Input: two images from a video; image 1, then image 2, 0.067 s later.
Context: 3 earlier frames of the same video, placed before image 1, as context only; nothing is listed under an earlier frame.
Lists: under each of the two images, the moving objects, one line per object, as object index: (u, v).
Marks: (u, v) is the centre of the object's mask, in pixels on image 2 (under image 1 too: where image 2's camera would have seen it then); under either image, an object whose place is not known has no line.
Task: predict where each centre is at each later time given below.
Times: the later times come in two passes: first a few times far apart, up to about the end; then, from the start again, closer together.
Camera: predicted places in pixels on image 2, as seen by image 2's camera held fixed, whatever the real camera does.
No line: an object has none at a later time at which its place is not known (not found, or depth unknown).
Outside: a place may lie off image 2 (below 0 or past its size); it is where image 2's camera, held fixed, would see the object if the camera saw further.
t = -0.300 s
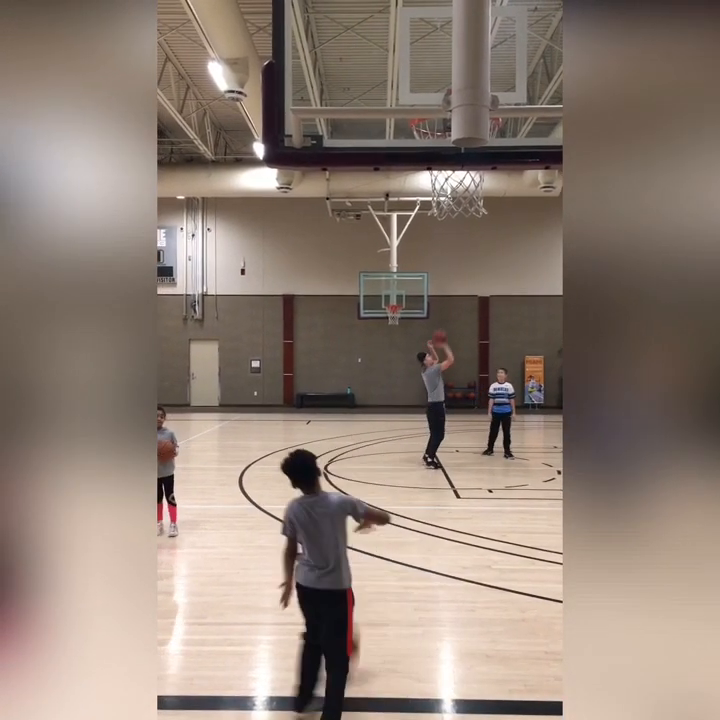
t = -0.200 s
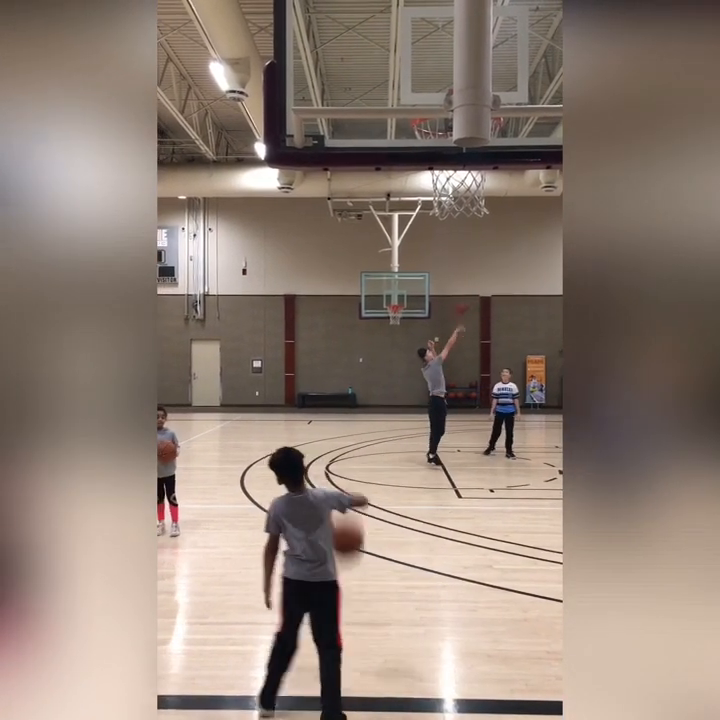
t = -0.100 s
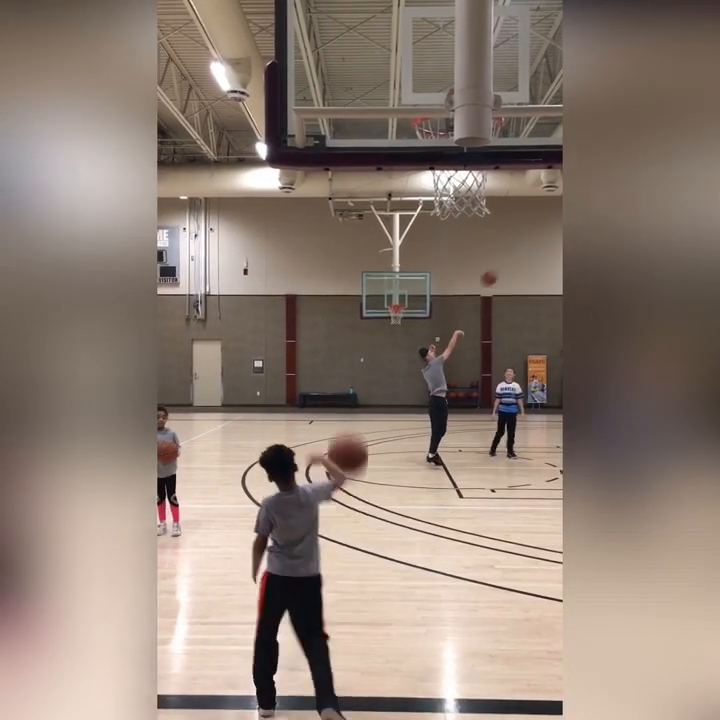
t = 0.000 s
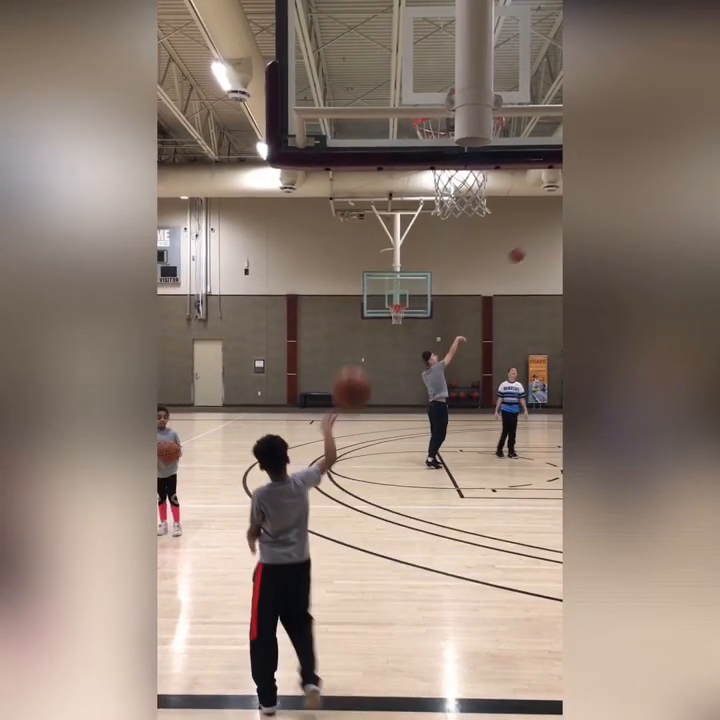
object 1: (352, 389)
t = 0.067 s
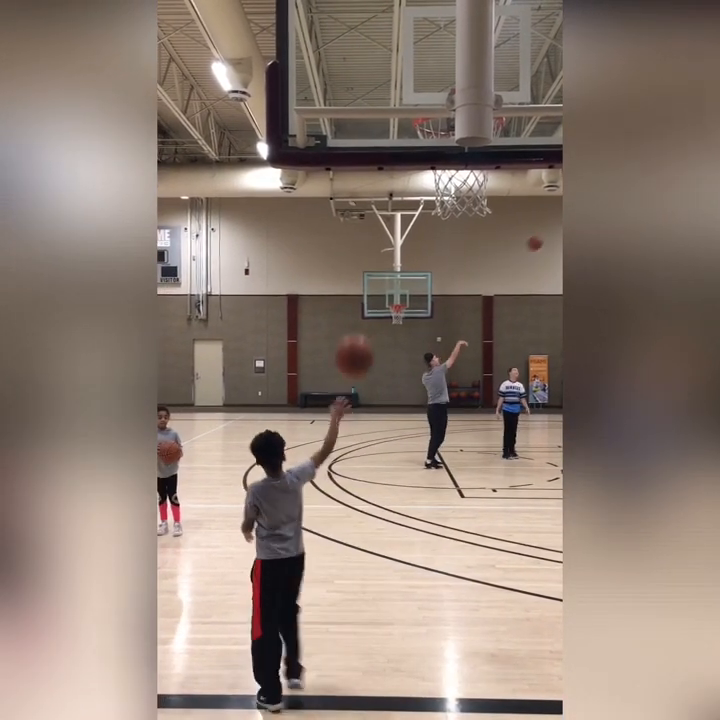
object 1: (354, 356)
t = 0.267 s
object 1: (360, 303)
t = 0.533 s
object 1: (366, 332)
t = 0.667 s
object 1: (371, 386)
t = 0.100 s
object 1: (355, 342)
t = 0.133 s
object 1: (356, 331)
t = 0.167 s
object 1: (357, 322)
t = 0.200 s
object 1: (357, 314)
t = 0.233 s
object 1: (359, 308)
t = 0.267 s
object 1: (360, 303)
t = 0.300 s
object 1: (360, 301)
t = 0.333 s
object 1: (361, 301)
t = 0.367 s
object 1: (362, 301)
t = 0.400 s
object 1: (363, 304)
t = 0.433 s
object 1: (364, 309)
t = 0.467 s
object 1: (365, 315)
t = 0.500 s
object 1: (366, 322)
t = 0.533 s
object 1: (366, 332)
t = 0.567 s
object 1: (368, 341)
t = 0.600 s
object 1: (369, 355)
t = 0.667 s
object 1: (371, 386)
